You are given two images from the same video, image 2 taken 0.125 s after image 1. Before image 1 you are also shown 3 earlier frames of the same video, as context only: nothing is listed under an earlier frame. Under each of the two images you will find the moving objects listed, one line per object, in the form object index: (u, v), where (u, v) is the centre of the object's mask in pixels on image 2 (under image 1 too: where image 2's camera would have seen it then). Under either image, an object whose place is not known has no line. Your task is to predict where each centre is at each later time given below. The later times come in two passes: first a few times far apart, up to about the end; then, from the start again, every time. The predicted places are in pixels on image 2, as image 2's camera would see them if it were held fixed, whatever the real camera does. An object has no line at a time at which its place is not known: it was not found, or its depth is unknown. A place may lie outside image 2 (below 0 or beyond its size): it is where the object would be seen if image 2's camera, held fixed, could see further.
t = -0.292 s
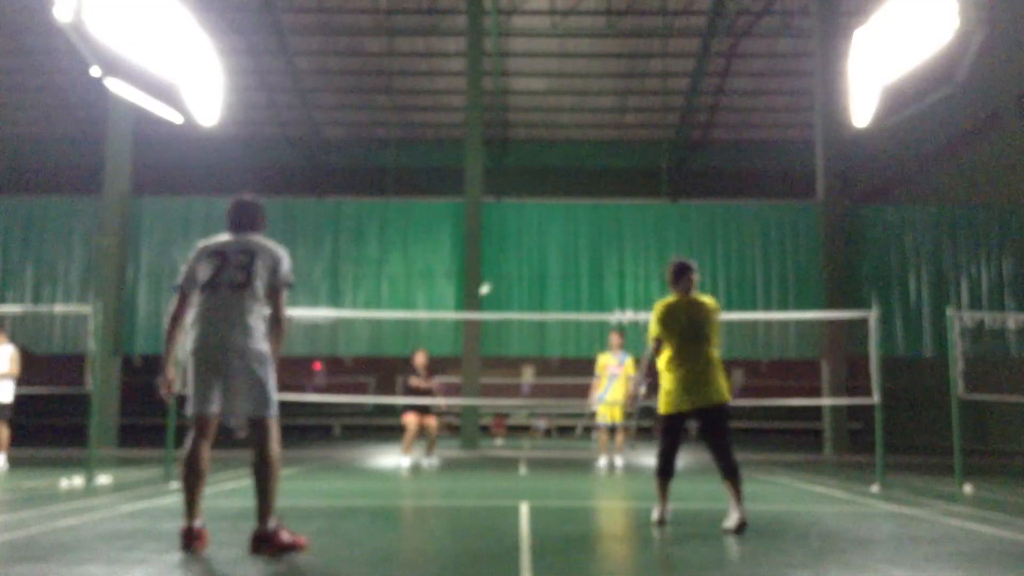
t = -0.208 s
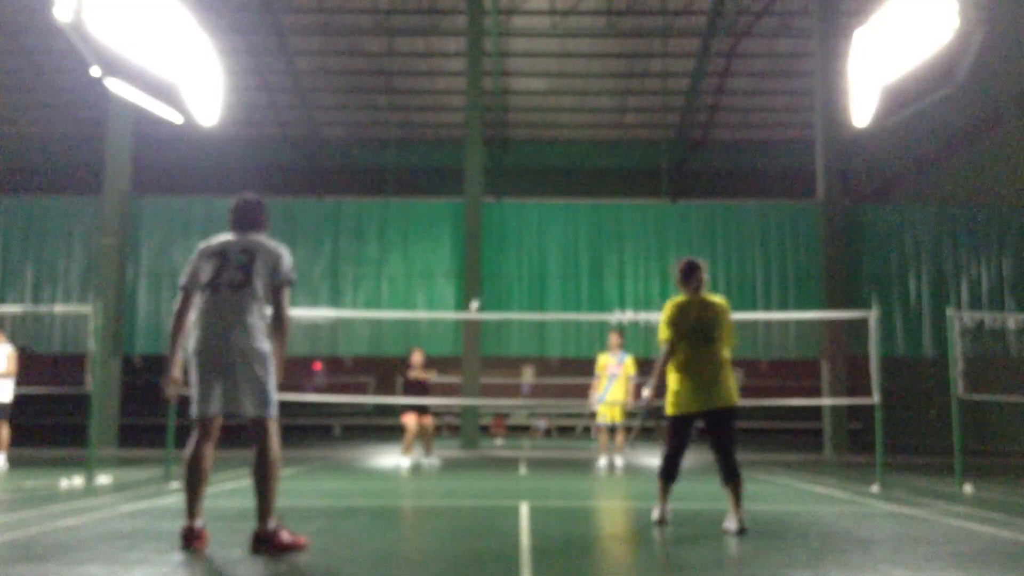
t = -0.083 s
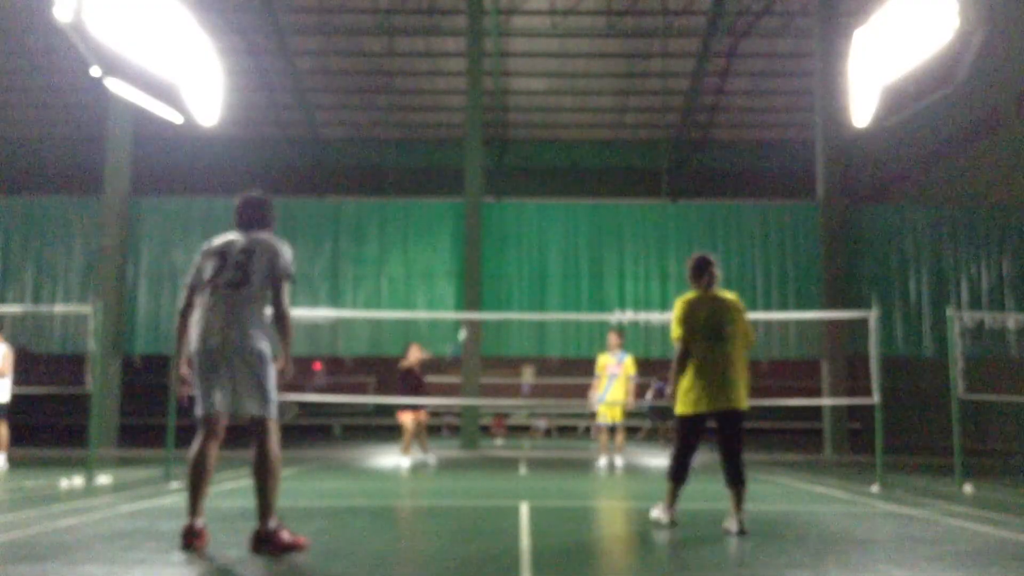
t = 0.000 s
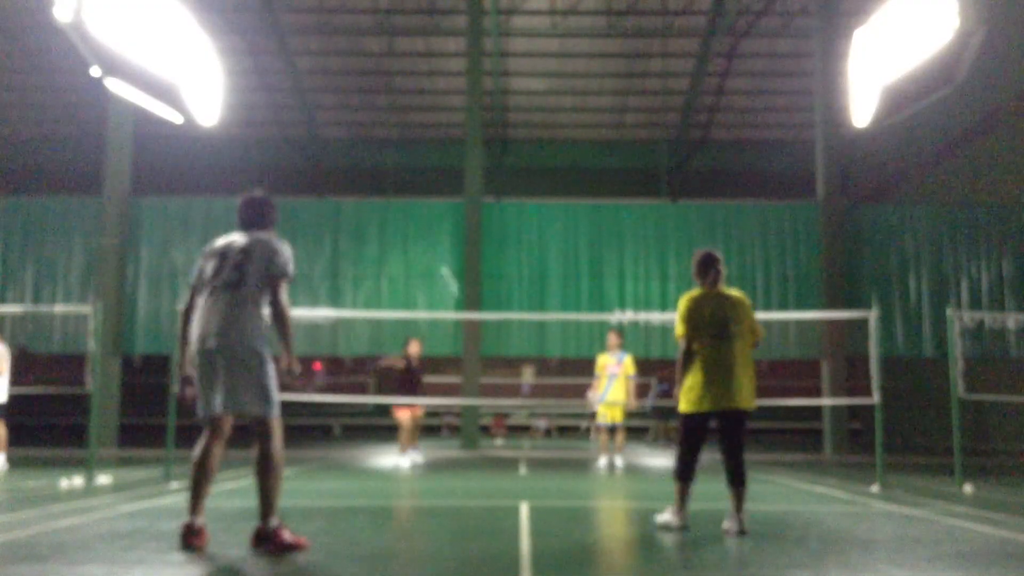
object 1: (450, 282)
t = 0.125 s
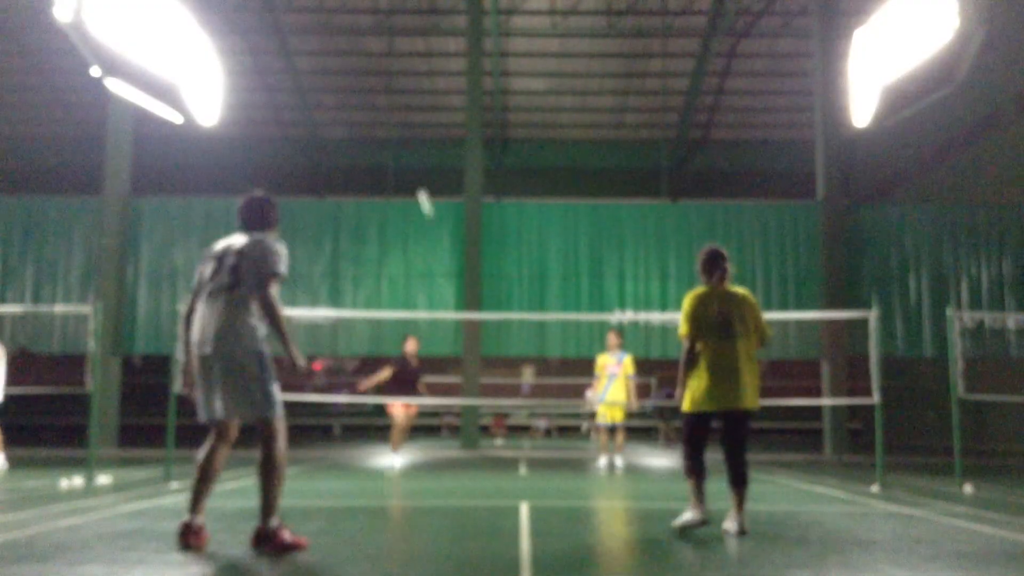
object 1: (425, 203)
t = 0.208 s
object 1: (410, 162)
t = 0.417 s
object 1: (368, 97)
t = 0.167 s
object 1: (418, 181)
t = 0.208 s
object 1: (410, 162)
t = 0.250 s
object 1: (401, 144)
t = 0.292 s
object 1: (394, 130)
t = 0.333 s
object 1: (385, 116)
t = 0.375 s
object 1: (377, 106)
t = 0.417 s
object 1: (368, 97)
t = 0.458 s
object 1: (359, 91)
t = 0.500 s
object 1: (349, 86)
